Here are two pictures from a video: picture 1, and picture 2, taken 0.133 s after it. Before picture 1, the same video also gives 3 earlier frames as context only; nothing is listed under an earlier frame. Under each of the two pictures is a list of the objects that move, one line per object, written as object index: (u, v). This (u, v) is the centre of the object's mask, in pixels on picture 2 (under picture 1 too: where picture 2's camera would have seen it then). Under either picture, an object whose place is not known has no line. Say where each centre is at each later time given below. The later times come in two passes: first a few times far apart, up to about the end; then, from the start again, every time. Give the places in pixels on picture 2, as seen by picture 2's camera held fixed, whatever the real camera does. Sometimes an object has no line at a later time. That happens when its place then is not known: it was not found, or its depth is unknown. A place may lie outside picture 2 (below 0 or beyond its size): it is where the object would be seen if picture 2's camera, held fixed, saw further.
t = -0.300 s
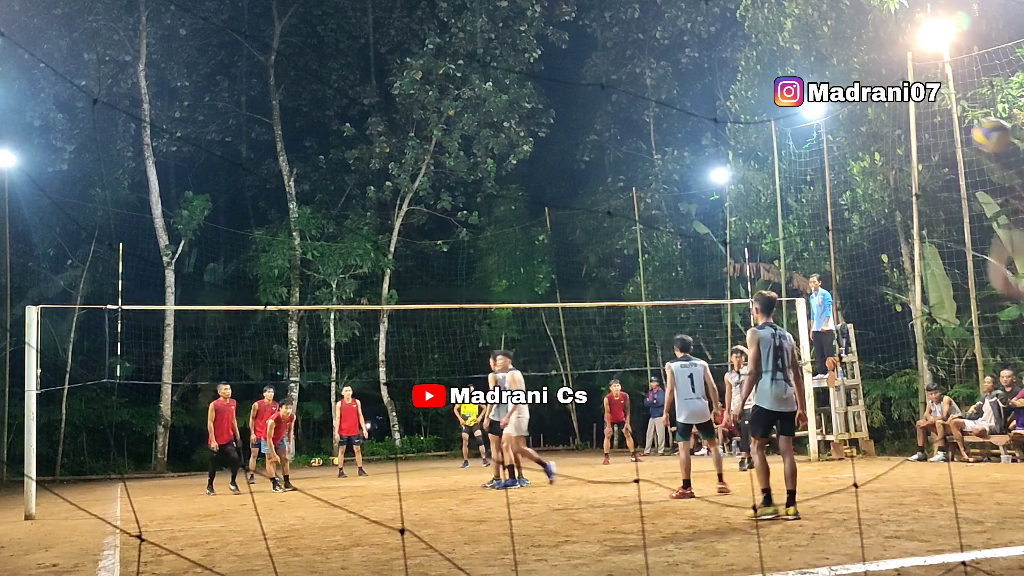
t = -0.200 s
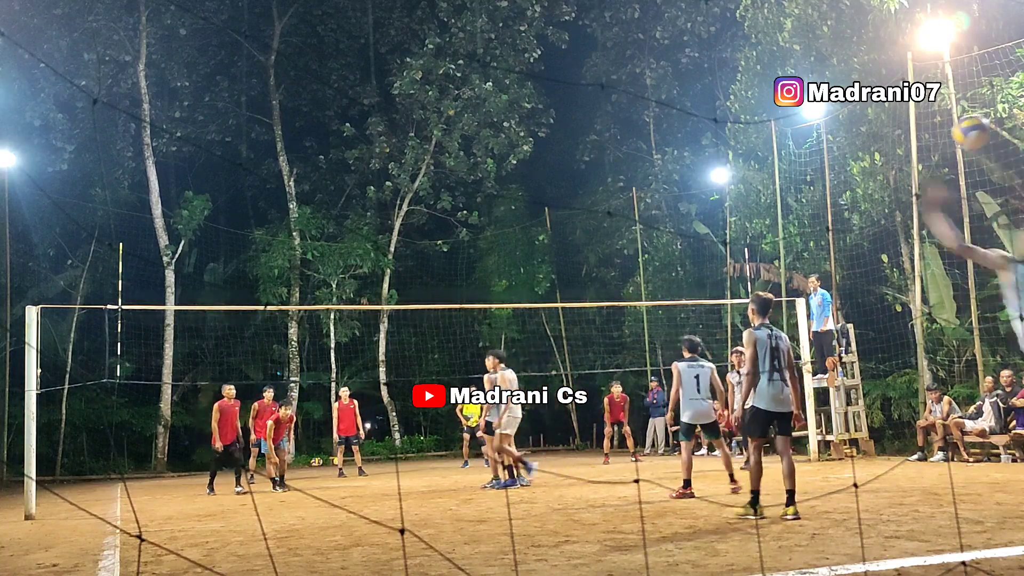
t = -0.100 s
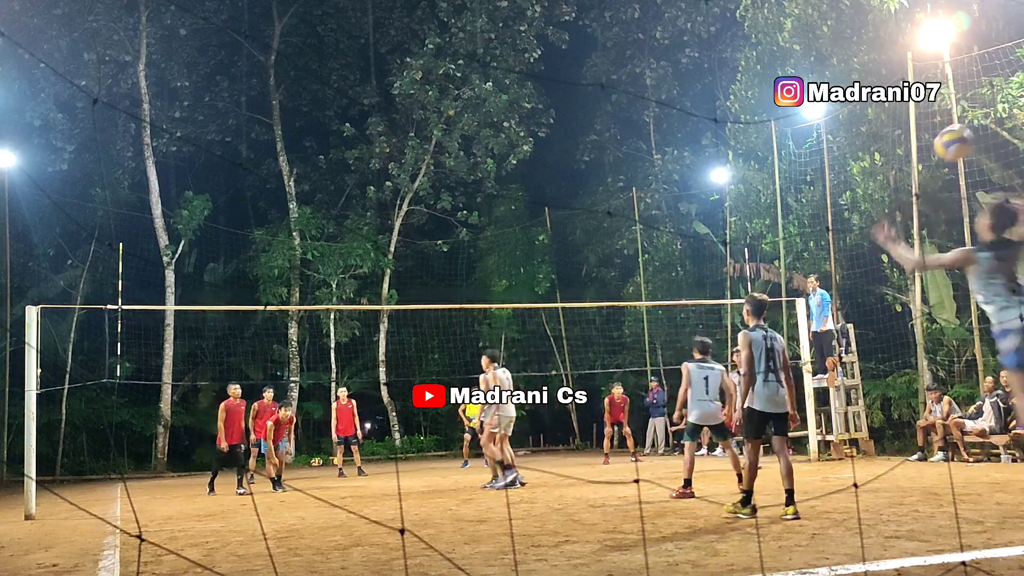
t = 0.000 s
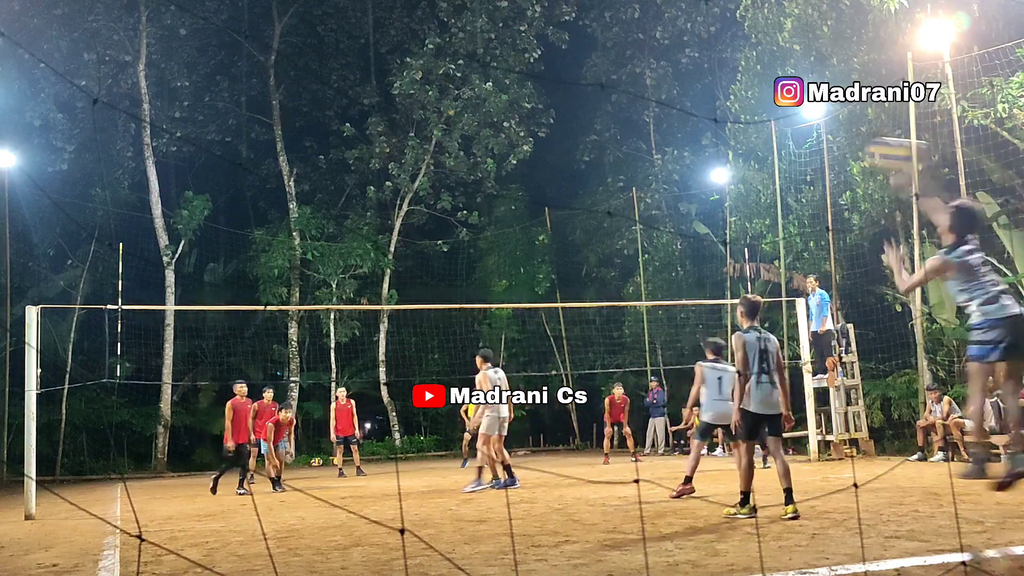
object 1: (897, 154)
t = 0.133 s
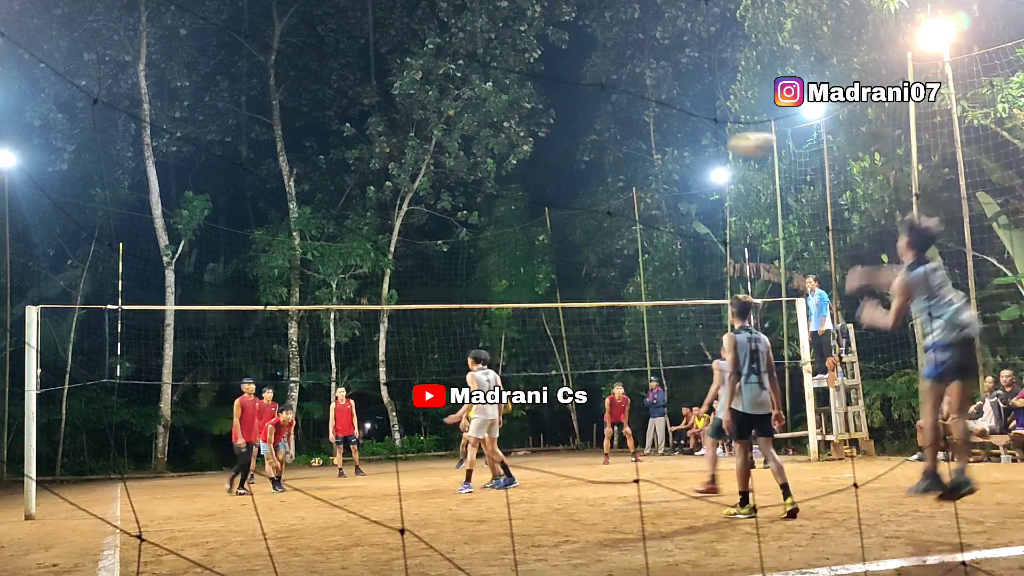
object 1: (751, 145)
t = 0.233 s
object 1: (676, 147)
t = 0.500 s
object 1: (551, 189)
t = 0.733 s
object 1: (491, 245)
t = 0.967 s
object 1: (455, 315)
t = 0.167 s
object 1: (724, 144)
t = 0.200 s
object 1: (699, 145)
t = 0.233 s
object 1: (676, 147)
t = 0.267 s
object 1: (655, 150)
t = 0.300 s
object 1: (636, 154)
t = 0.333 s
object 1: (619, 158)
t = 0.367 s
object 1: (603, 163)
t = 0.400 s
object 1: (588, 169)
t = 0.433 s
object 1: (575, 175)
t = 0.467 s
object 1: (563, 182)
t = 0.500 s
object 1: (551, 189)
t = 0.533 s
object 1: (541, 196)
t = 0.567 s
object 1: (531, 204)
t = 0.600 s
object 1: (522, 212)
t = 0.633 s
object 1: (514, 220)
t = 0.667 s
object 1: (506, 228)
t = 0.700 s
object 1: (498, 237)
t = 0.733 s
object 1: (491, 245)
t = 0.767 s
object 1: (485, 254)
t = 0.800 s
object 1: (479, 263)
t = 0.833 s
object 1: (474, 273)
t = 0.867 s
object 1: (469, 283)
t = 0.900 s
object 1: (464, 293)
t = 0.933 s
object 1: (459, 303)
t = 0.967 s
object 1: (455, 315)
